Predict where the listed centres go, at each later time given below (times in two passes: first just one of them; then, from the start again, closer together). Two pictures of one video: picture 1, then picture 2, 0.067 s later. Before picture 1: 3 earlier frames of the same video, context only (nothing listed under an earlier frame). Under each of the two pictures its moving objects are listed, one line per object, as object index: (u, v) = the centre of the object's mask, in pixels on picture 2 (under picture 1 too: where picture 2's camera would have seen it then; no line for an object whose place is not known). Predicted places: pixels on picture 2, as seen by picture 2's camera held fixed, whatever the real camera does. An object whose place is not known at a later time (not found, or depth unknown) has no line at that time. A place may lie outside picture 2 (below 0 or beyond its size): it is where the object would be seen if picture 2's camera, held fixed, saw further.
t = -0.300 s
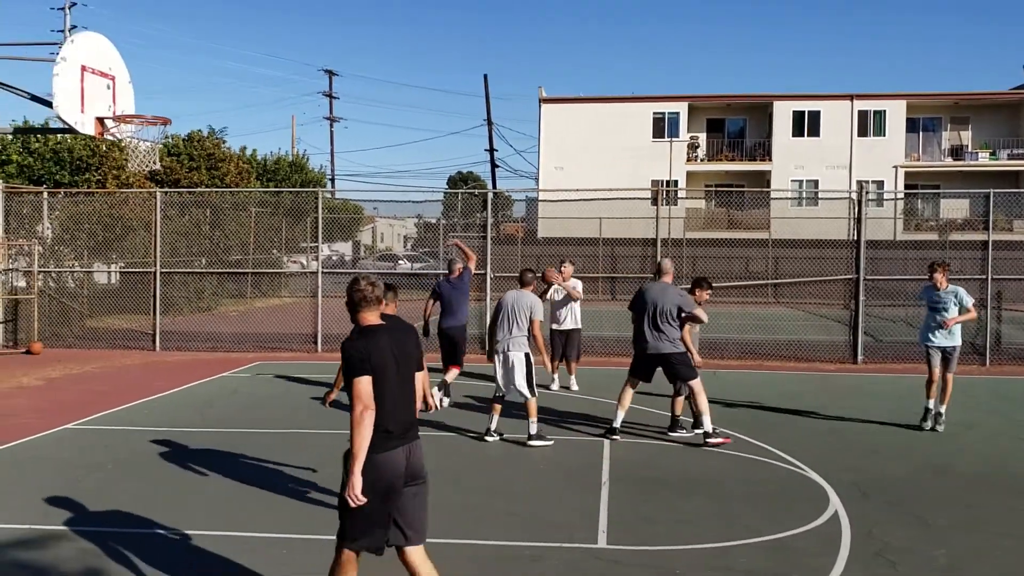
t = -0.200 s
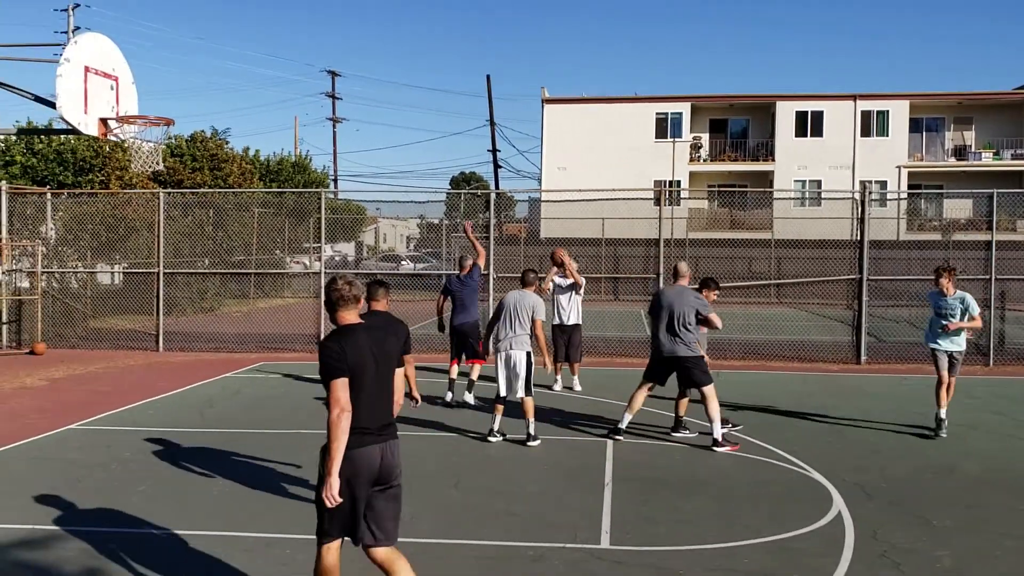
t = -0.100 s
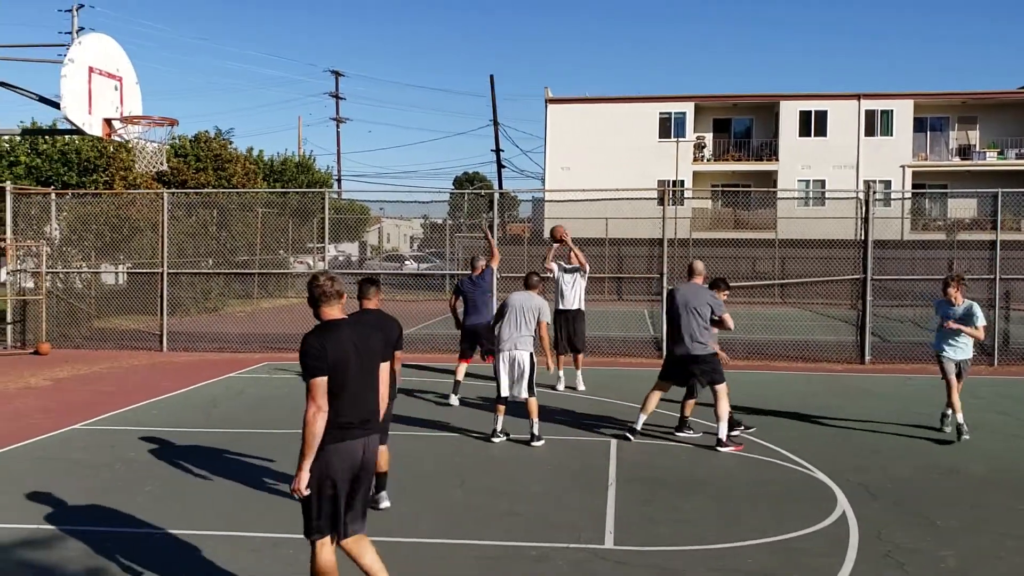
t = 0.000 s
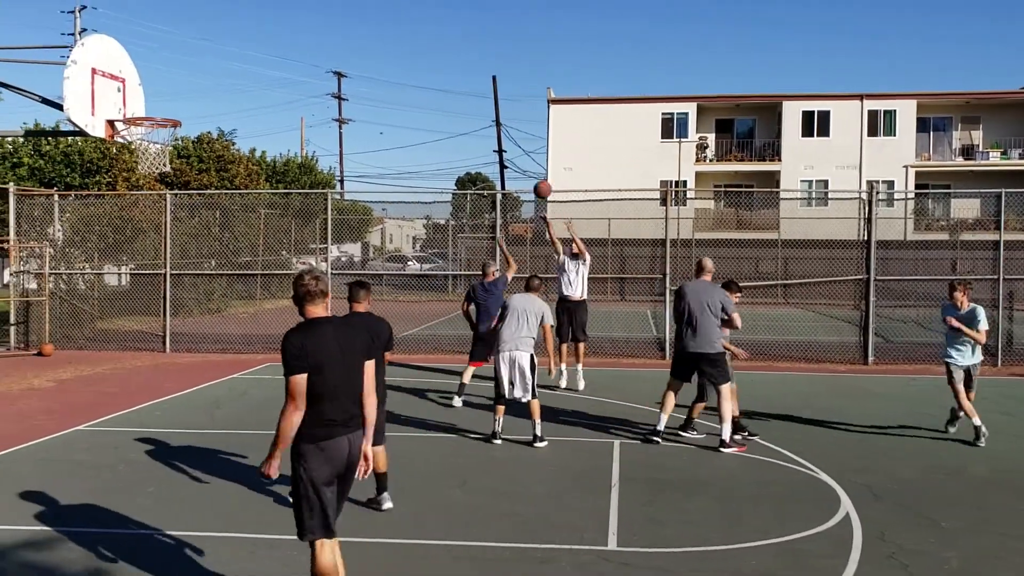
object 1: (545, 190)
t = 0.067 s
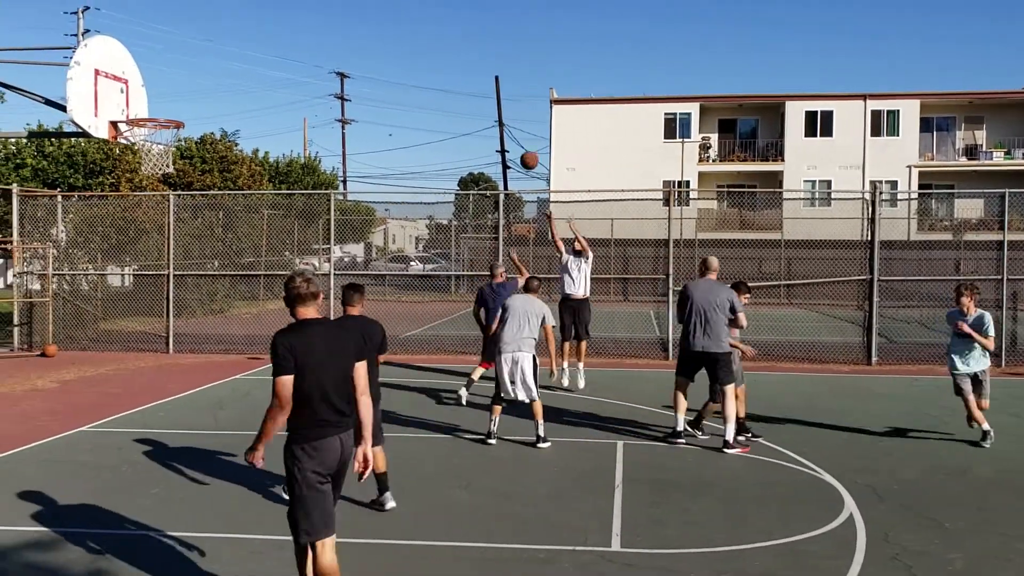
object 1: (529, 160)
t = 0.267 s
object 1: (478, 85)
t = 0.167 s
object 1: (504, 120)
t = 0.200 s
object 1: (496, 108)
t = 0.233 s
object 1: (487, 96)
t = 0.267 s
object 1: (478, 85)
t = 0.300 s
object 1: (469, 74)
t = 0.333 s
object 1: (459, 65)
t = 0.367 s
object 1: (449, 55)
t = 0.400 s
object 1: (440, 47)
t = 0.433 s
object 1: (429, 39)
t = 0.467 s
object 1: (418, 32)
